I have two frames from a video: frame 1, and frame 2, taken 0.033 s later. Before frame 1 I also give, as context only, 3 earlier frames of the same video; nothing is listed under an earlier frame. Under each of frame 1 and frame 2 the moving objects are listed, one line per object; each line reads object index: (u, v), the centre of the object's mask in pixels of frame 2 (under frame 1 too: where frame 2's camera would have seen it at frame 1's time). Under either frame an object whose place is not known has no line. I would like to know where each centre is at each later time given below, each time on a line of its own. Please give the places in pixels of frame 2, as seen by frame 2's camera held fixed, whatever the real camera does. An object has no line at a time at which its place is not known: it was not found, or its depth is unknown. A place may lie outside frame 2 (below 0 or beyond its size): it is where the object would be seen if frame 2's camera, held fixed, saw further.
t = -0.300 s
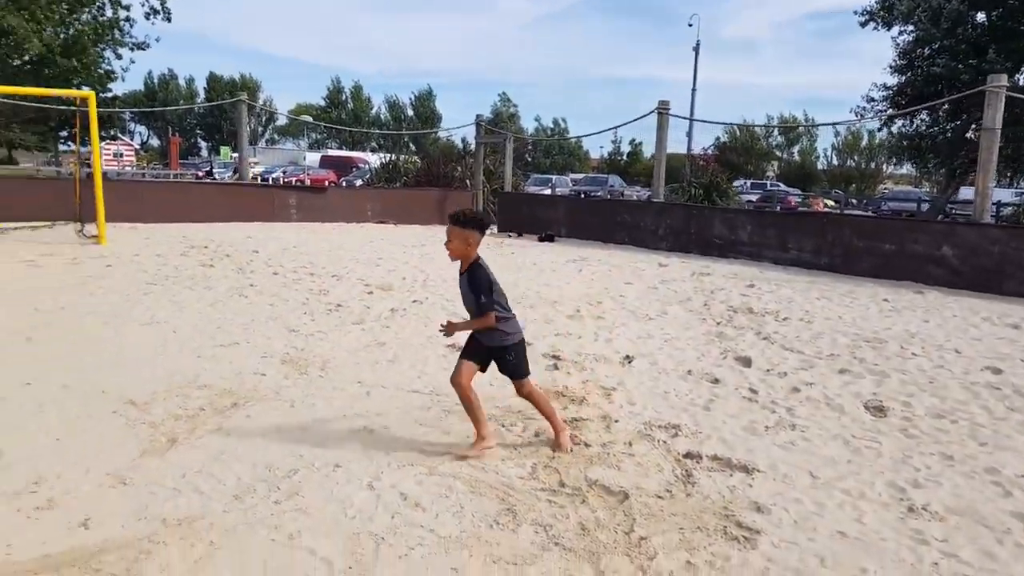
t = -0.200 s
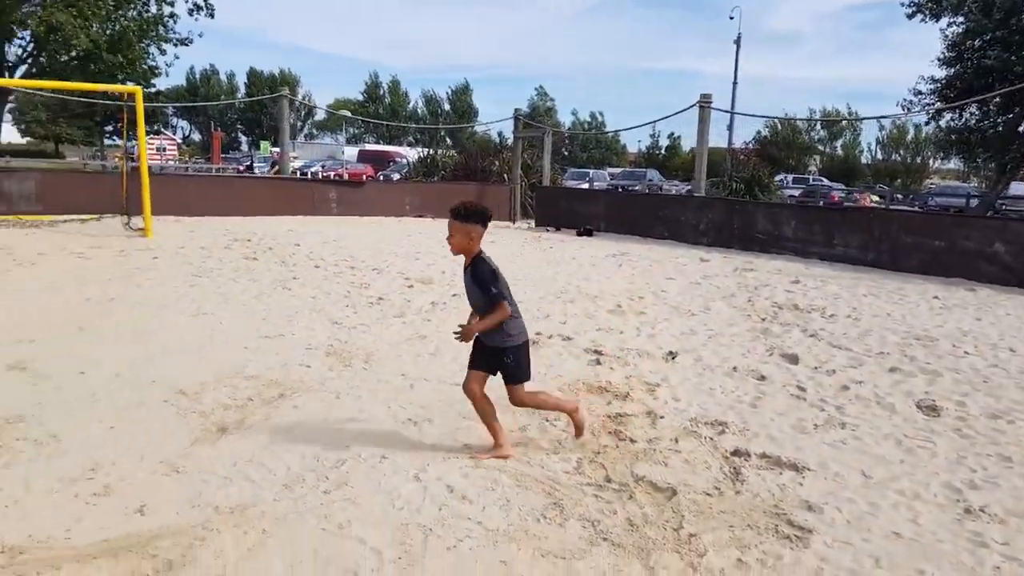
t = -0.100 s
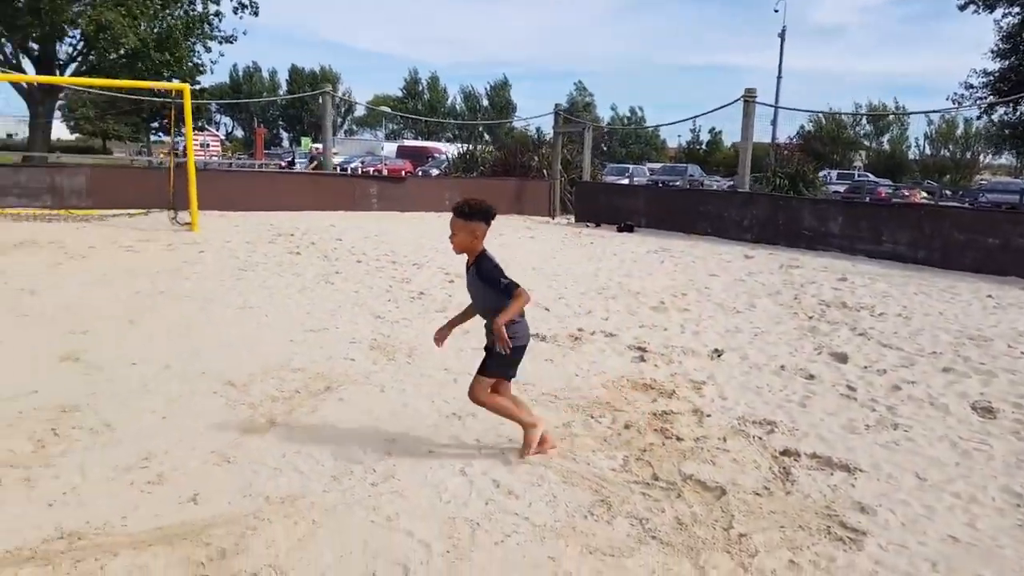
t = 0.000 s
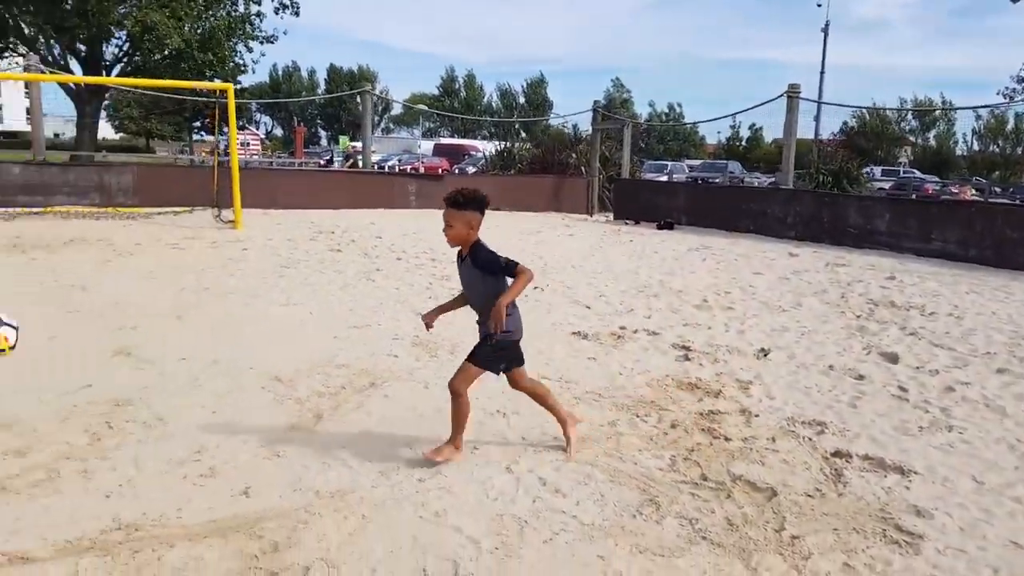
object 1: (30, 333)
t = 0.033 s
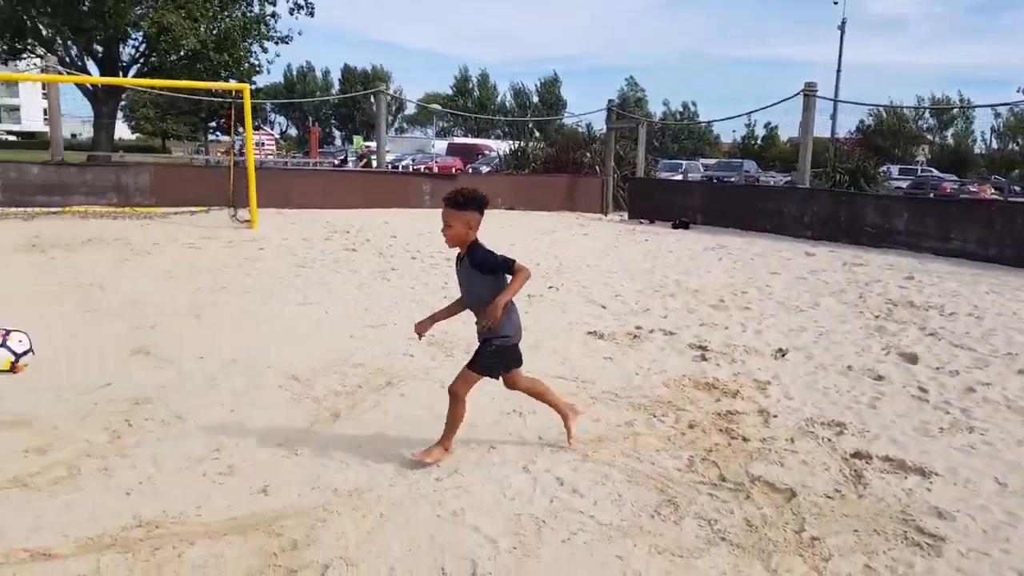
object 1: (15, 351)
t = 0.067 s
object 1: (1, 372)
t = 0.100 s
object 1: (-8, 397)
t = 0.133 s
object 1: (-15, 426)
